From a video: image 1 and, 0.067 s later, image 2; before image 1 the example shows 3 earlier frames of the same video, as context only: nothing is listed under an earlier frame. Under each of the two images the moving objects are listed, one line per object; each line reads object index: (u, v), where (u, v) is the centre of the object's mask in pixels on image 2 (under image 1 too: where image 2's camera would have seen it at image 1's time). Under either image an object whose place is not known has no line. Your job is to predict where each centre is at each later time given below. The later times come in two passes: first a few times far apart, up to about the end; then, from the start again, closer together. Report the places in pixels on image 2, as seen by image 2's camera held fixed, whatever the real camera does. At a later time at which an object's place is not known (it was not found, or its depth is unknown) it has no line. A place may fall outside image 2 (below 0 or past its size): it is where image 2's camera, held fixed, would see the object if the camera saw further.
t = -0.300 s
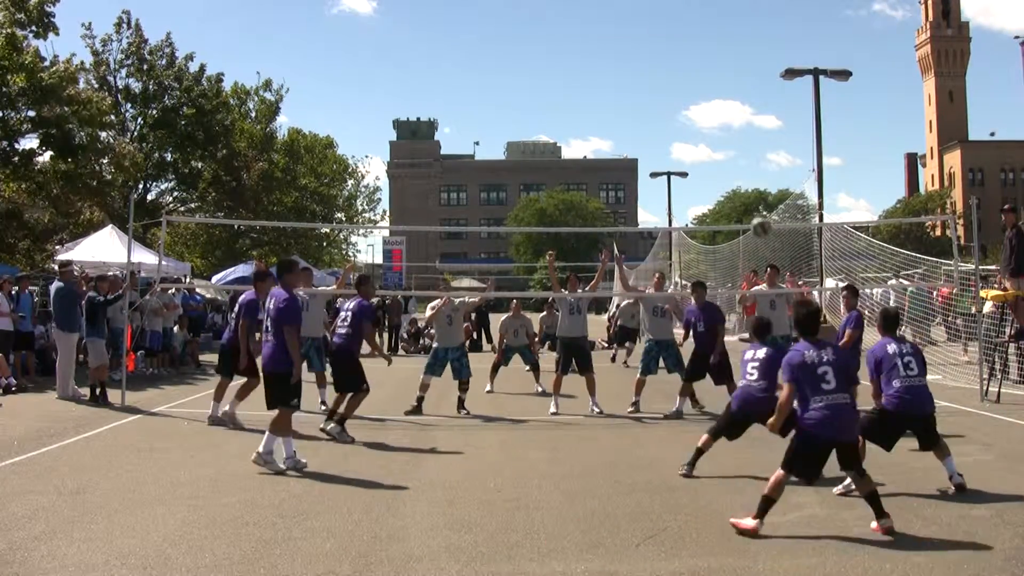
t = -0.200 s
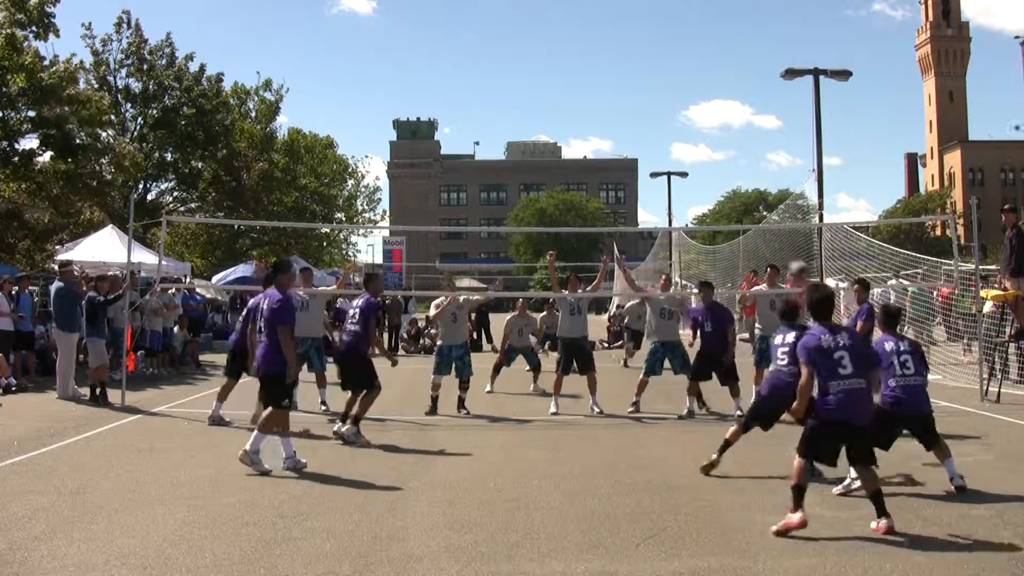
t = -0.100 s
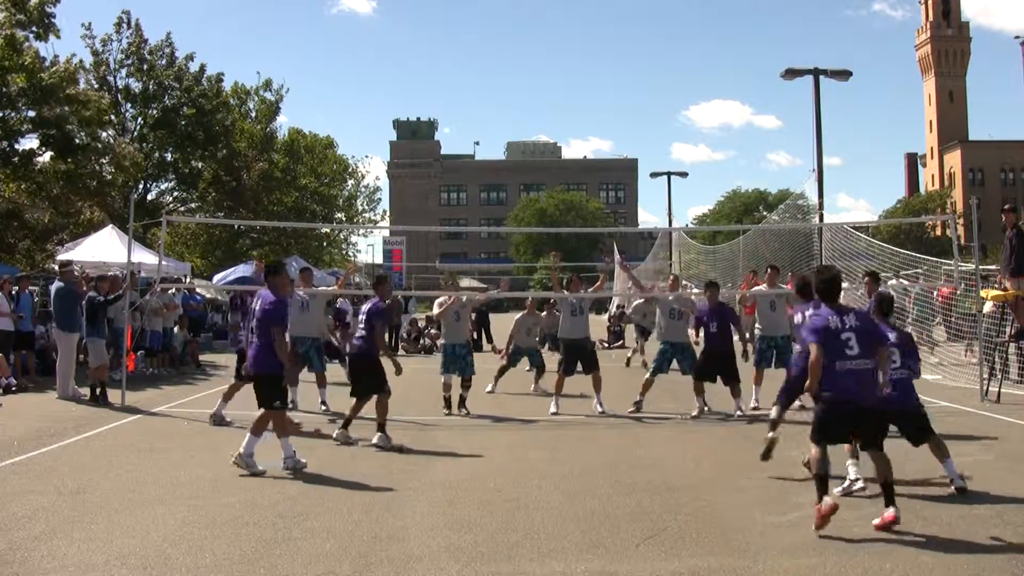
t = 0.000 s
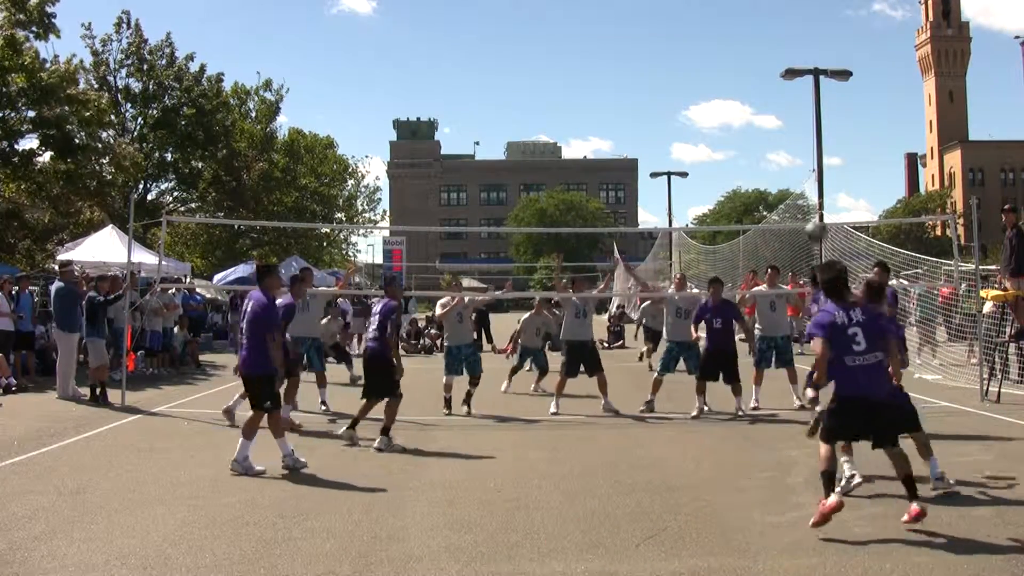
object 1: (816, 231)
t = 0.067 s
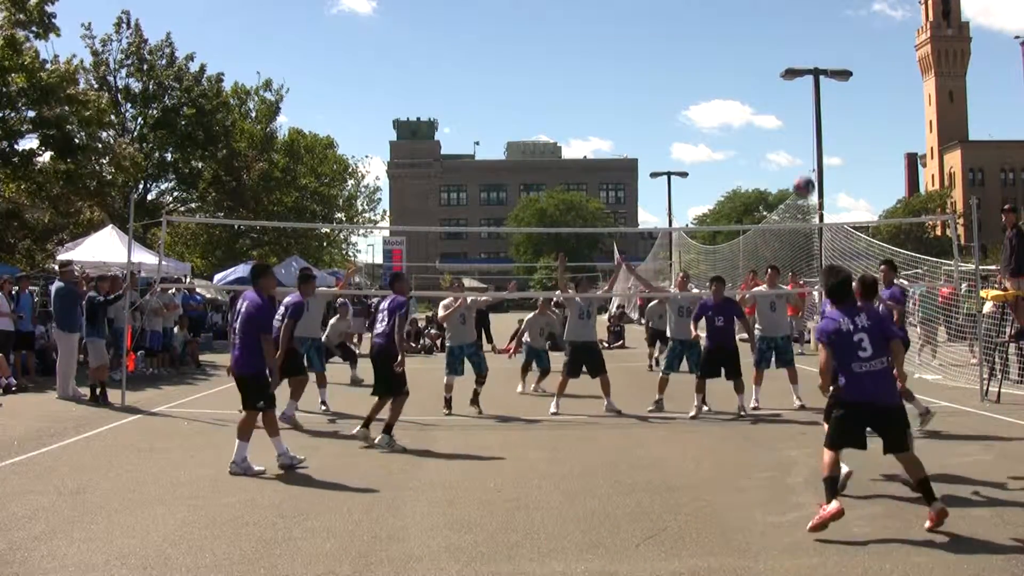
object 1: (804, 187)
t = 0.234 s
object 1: (771, 100)
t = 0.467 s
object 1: (728, 36)
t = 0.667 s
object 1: (696, 27)
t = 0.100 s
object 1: (797, 167)
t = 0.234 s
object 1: (771, 100)
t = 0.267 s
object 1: (764, 88)
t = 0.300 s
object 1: (758, 76)
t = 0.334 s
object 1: (752, 66)
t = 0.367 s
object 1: (746, 57)
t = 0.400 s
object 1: (740, 49)
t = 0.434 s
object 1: (734, 42)
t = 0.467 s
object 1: (728, 36)
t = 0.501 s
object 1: (723, 33)
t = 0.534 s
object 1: (717, 30)
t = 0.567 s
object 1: (712, 27)
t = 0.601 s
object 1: (707, 26)
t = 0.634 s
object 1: (701, 26)
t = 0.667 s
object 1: (696, 27)
